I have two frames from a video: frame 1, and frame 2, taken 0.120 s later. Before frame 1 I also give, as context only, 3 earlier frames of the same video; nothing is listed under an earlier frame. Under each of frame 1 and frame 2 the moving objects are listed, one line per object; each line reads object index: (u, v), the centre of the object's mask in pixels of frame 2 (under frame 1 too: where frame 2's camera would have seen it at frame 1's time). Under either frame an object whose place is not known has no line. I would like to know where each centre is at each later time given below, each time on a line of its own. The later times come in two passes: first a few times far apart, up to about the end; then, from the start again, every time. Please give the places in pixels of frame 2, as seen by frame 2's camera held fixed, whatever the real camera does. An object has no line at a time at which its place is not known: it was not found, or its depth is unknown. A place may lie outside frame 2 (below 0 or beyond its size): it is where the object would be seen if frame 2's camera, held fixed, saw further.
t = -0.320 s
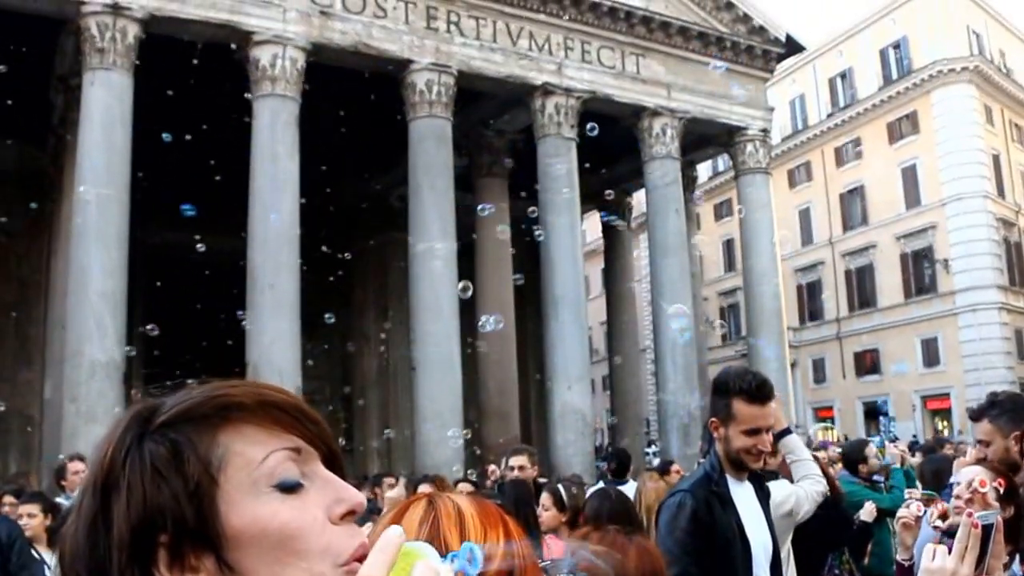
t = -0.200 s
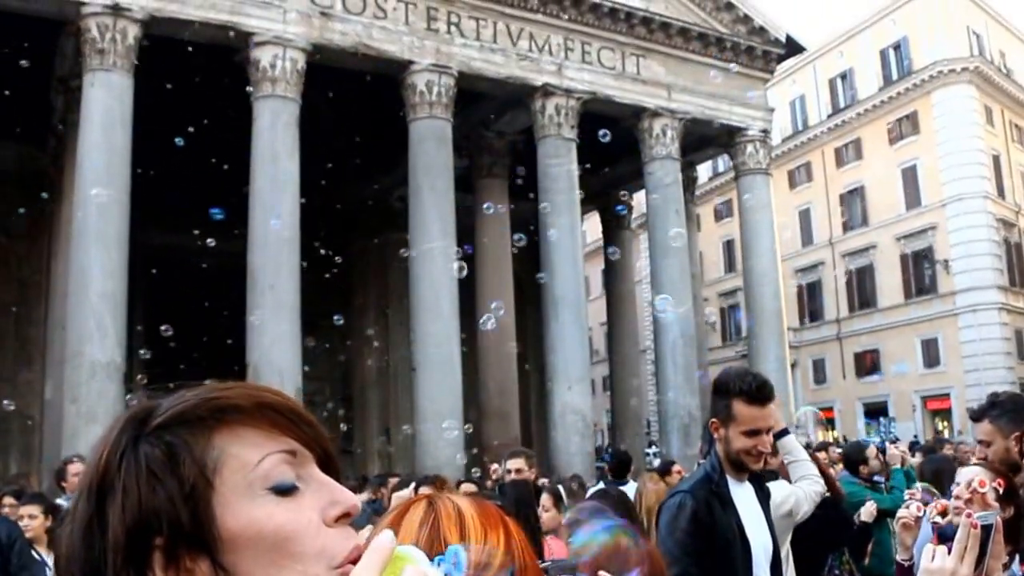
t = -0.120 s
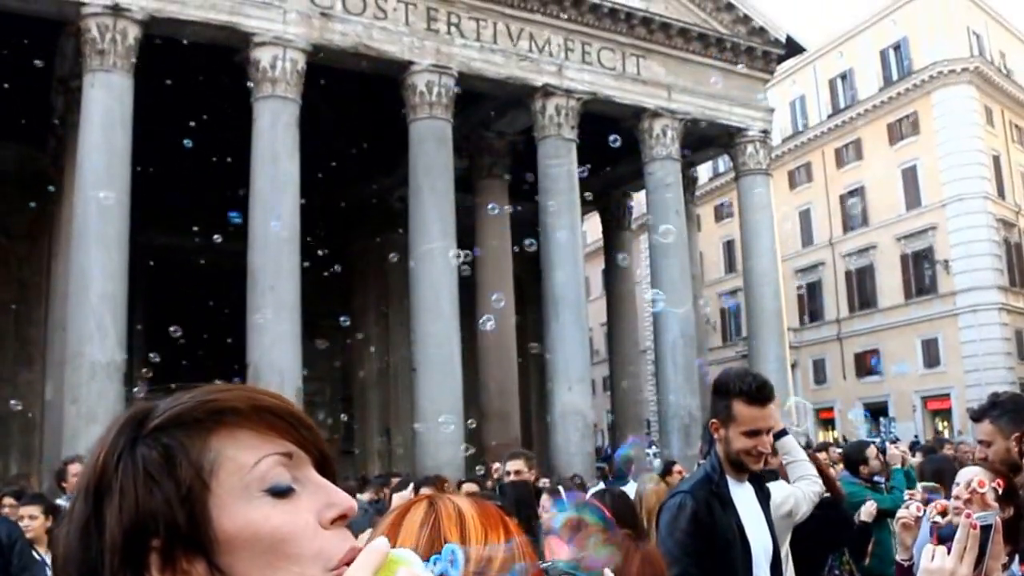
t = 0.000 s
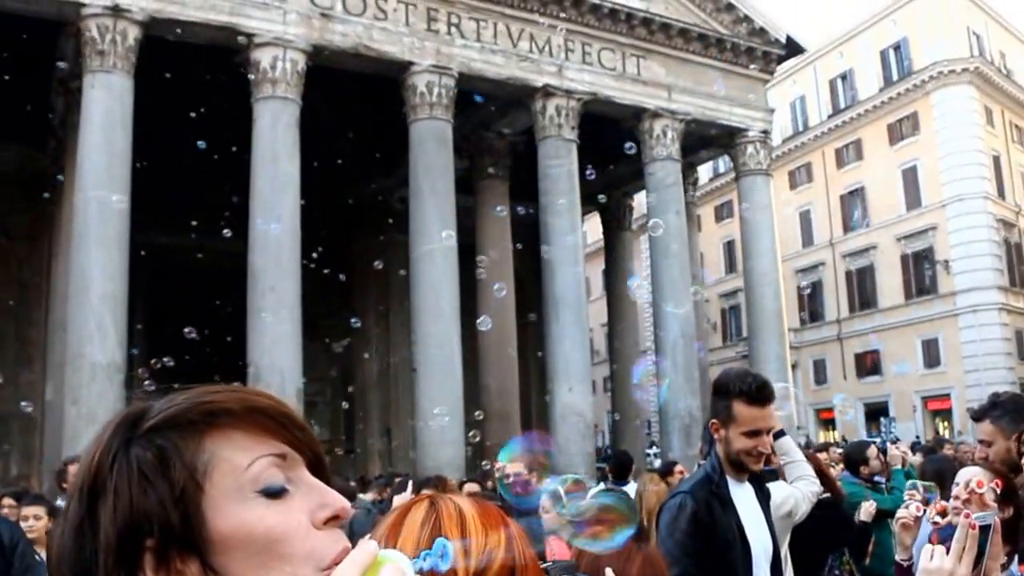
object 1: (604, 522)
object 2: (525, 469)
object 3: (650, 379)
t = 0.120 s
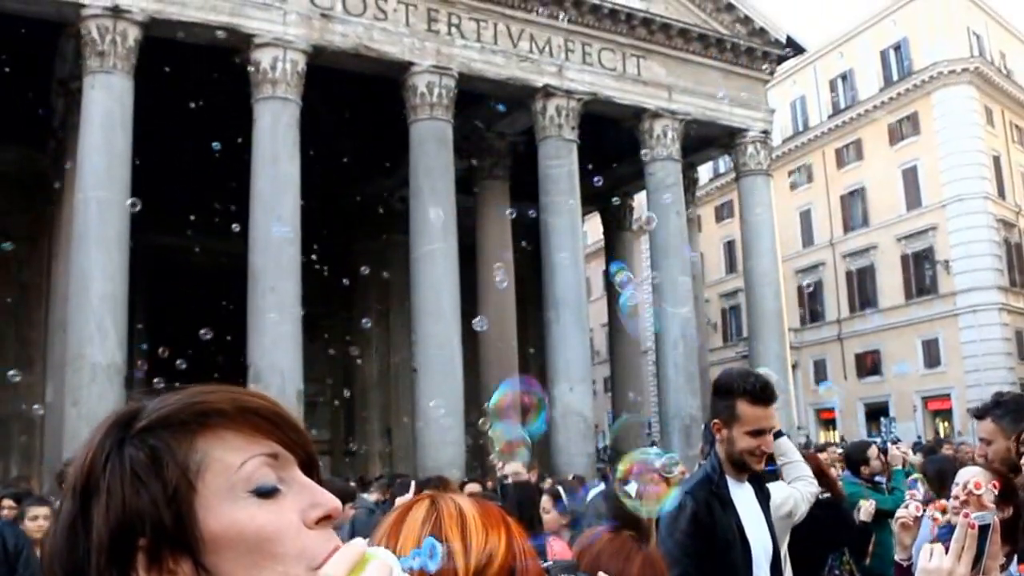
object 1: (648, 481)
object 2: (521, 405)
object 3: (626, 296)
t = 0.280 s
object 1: (655, 444)
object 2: (517, 353)
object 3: (575, 209)
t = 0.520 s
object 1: (628, 407)
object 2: (483, 304)
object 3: (522, 171)
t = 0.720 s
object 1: (592, 395)
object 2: (455, 275)
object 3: (499, 161)
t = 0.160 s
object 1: (656, 468)
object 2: (523, 389)
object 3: (619, 282)
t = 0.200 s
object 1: (656, 462)
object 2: (522, 375)
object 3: (615, 254)
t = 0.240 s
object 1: (657, 452)
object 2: (521, 363)
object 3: (610, 242)
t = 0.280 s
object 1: (655, 444)
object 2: (517, 353)
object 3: (575, 209)
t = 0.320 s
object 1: (652, 437)
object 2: (512, 344)
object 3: (563, 205)
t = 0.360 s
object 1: (648, 431)
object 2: (506, 336)
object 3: (551, 194)
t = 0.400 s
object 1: (643, 423)
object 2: (501, 328)
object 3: (541, 186)
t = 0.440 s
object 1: (638, 417)
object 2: (495, 319)
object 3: (534, 180)
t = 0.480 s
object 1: (632, 413)
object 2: (489, 311)
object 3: (527, 175)
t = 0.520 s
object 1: (628, 407)
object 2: (483, 304)
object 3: (522, 171)
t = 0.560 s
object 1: (621, 404)
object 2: (478, 298)
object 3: (517, 168)
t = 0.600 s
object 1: (614, 401)
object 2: (474, 291)
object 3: (513, 166)
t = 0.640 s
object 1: (607, 399)
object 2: (469, 285)
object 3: (509, 164)
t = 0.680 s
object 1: (599, 397)
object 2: (461, 280)
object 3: (504, 162)
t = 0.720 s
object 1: (592, 395)
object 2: (455, 275)
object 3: (499, 161)
